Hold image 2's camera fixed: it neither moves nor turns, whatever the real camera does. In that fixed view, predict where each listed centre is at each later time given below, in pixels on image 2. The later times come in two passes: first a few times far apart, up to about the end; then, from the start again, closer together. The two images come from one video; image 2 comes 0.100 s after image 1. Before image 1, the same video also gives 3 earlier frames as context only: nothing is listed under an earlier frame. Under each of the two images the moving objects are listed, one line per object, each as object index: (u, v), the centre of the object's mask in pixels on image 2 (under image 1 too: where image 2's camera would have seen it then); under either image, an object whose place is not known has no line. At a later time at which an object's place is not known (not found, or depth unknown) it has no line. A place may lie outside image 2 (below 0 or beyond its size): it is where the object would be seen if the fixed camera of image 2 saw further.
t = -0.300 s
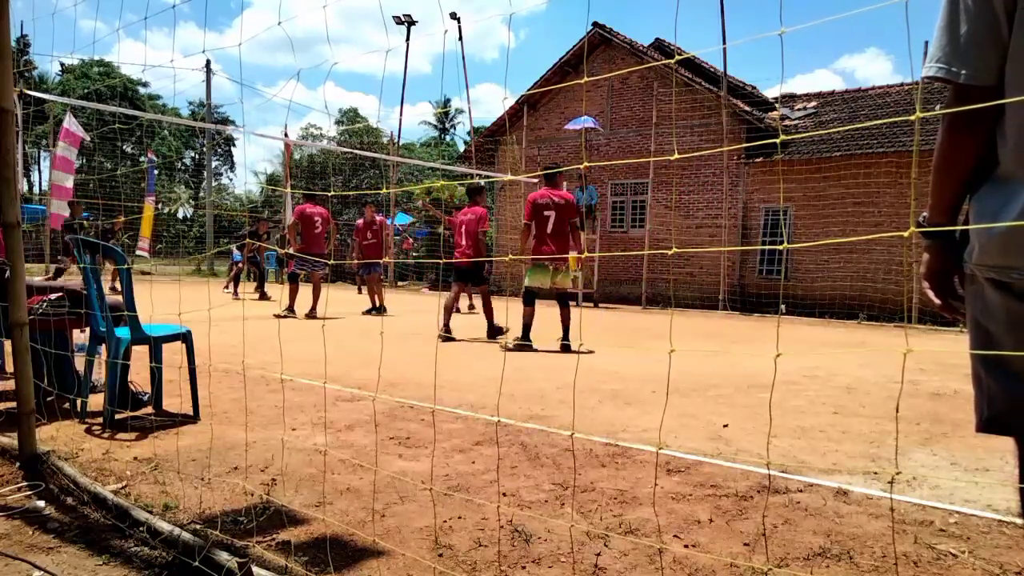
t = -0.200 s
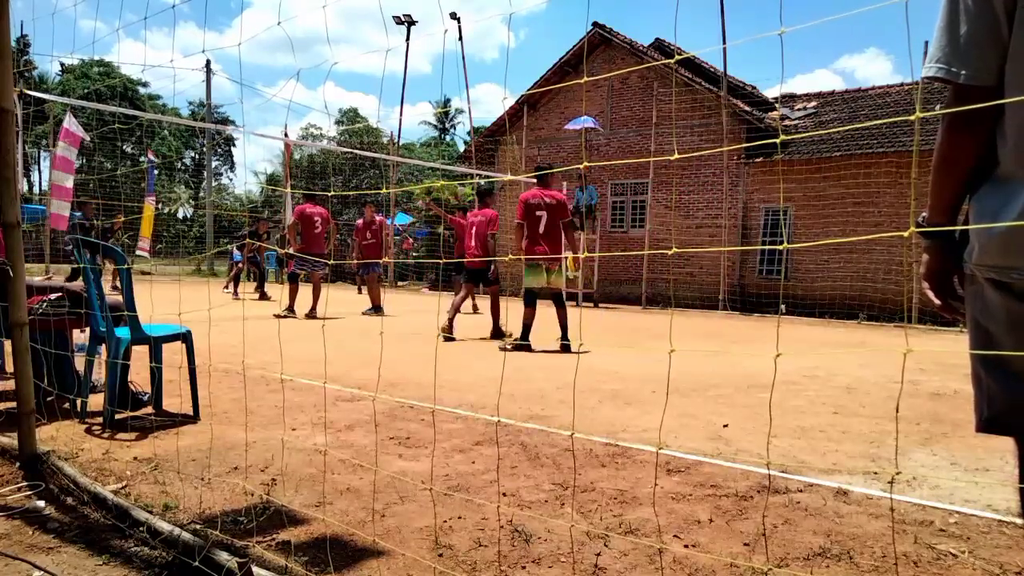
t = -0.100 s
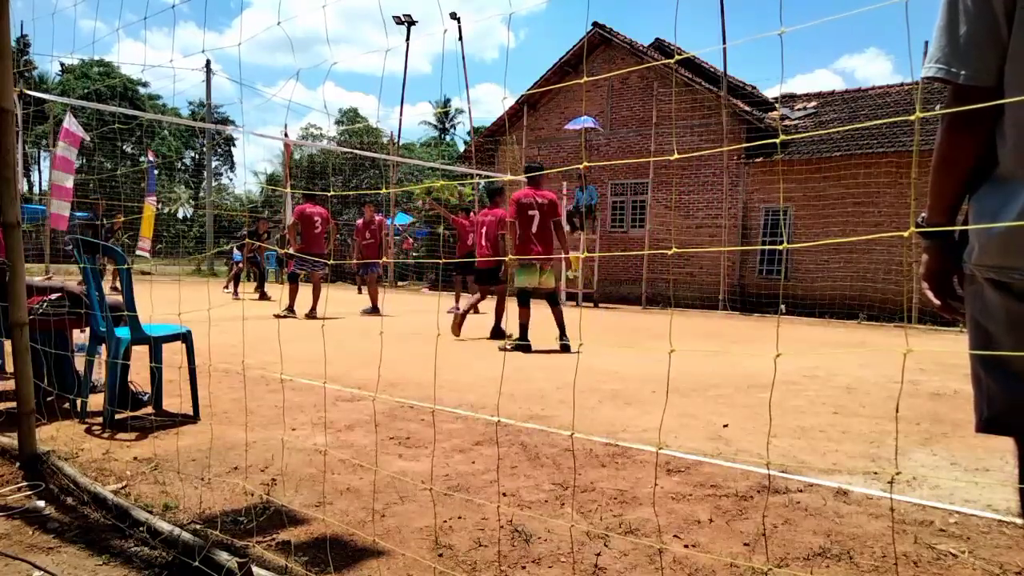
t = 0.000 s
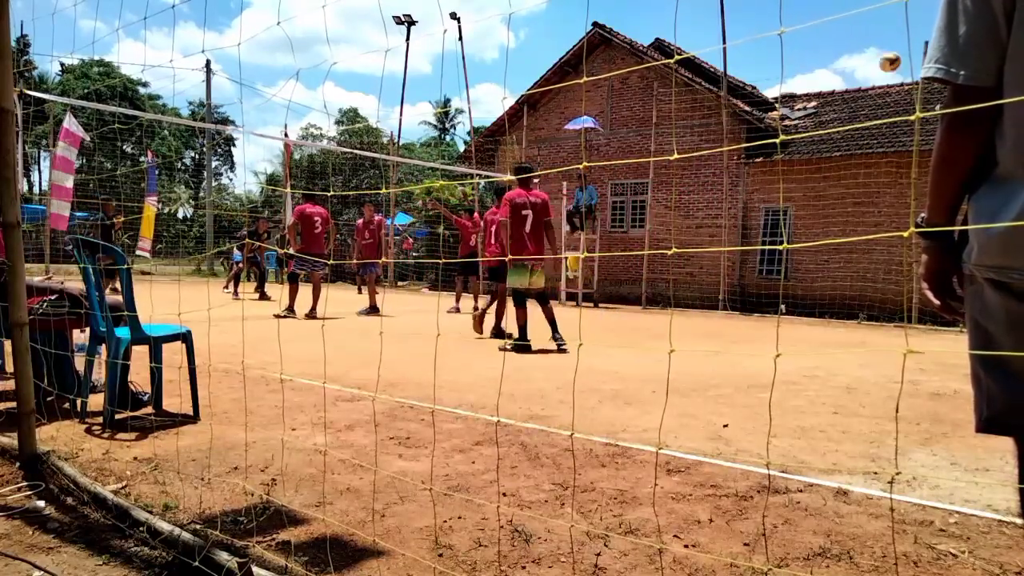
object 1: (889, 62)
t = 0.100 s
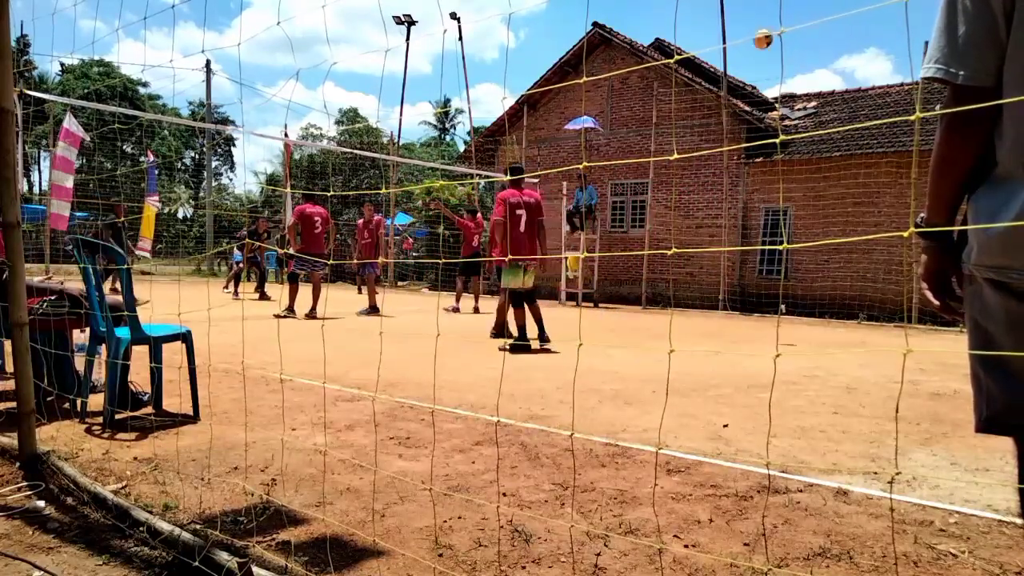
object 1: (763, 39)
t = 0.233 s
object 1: (613, 27)
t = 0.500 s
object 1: (370, 44)
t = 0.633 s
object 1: (271, 66)
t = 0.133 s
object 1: (723, 34)
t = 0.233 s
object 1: (613, 27)
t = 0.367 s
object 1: (483, 31)
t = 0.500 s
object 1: (370, 44)
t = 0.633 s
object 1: (271, 66)
